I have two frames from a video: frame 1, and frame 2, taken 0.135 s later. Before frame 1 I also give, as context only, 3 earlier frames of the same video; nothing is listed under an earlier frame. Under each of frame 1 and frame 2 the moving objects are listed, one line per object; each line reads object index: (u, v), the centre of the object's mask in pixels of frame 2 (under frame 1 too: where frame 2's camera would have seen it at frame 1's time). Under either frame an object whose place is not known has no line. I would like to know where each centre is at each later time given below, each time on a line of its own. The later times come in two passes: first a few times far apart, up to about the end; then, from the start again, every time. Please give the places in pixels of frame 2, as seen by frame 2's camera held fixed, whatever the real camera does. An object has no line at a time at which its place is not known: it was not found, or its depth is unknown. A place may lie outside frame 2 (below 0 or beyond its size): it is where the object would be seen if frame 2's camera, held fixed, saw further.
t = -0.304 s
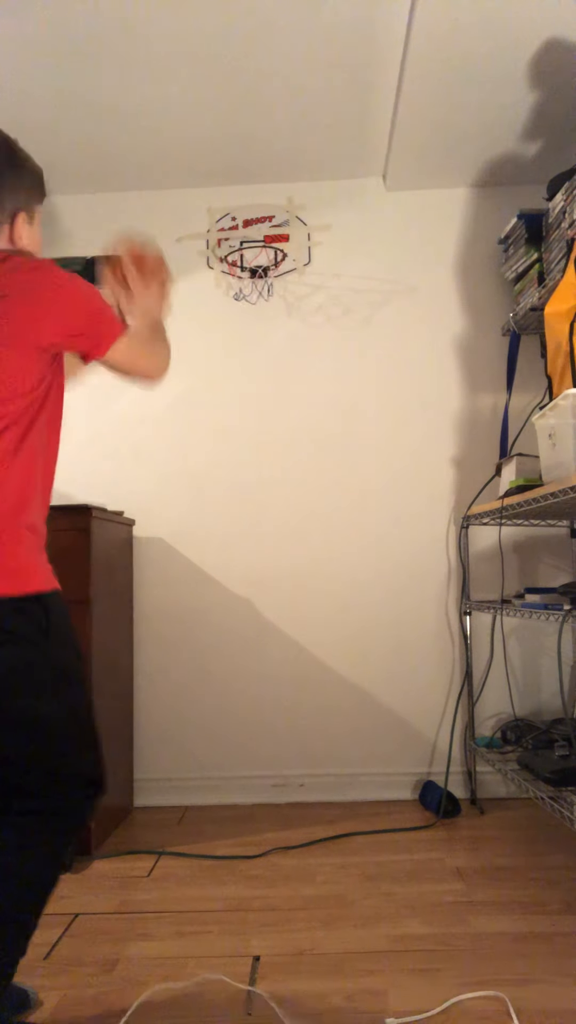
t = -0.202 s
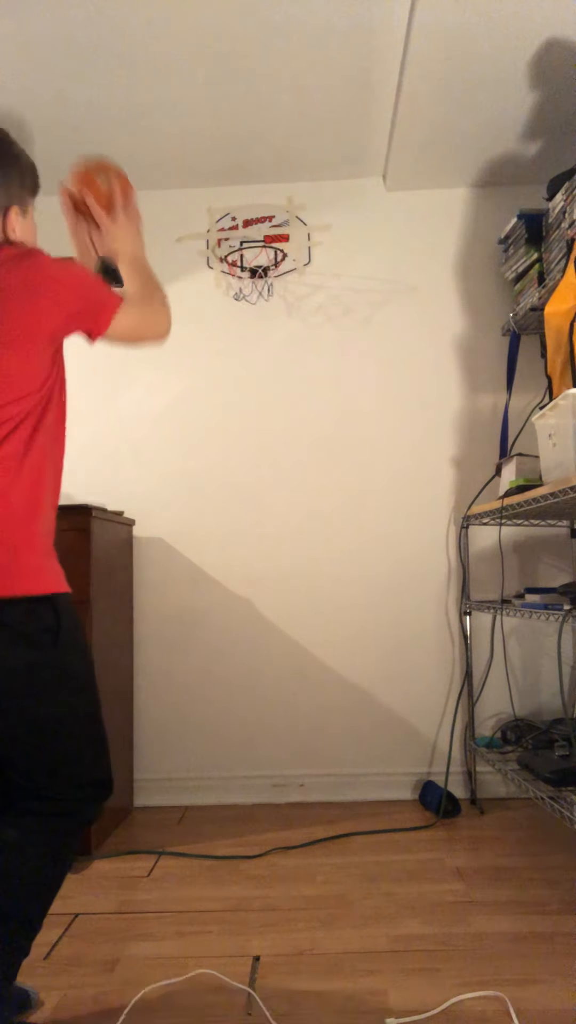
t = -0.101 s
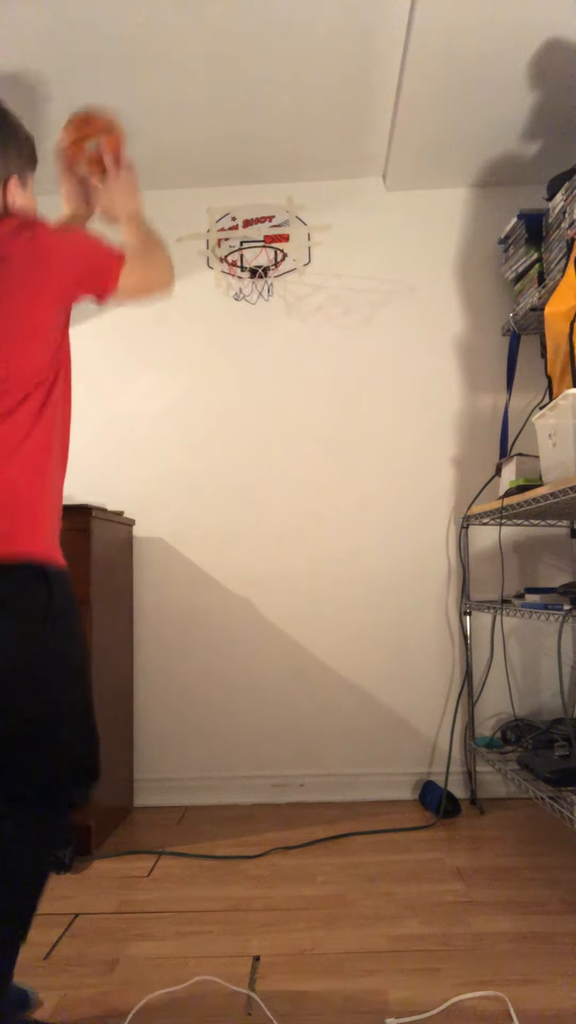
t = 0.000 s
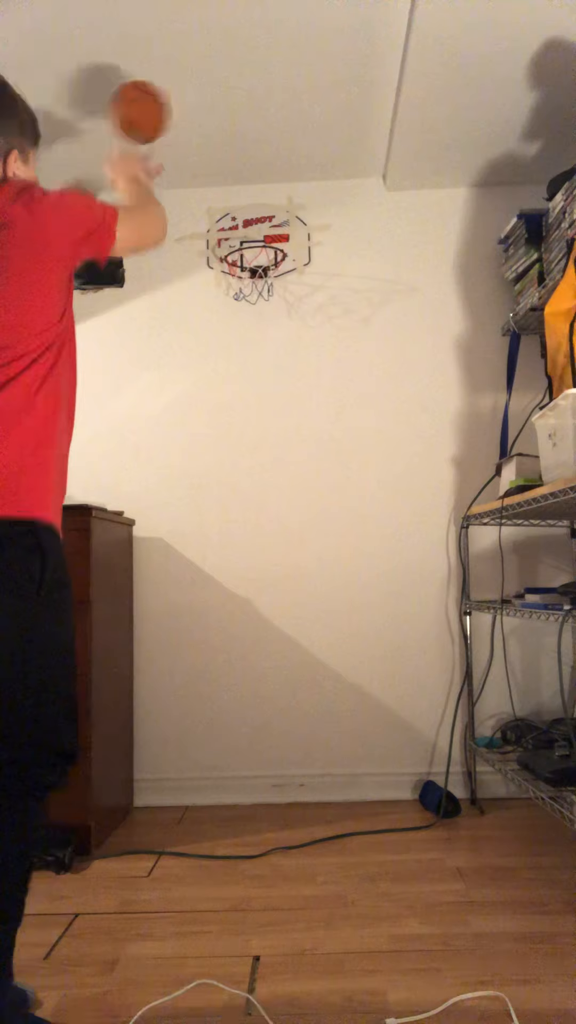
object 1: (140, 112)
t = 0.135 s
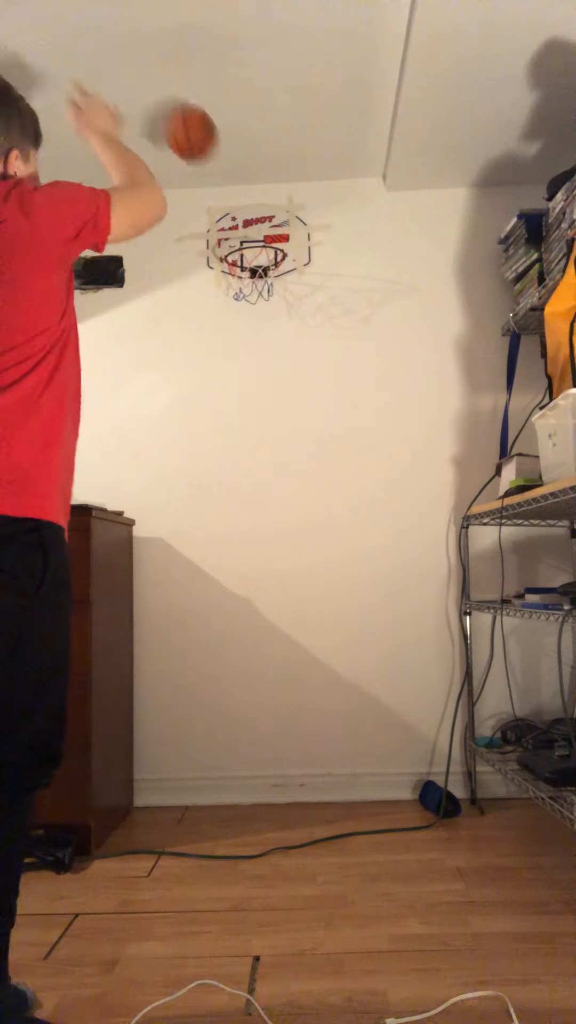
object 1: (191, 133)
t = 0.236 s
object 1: (223, 184)
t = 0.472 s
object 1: (270, 320)
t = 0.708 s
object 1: (288, 524)
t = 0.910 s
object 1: (304, 800)
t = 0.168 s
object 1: (203, 148)
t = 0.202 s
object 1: (213, 164)
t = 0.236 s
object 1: (223, 184)
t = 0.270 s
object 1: (233, 209)
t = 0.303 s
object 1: (243, 232)
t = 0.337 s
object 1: (252, 259)
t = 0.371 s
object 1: (259, 278)
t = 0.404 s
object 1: (266, 298)
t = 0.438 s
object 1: (268, 308)
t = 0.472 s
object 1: (270, 320)
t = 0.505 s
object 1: (271, 334)
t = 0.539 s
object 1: (273, 352)
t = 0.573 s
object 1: (275, 376)
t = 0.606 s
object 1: (278, 405)
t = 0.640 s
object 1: (281, 439)
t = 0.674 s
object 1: (284, 479)
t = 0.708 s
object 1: (288, 524)
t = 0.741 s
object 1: (291, 575)
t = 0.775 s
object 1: (294, 630)
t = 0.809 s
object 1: (299, 692)
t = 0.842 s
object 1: (302, 760)
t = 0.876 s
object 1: (307, 830)
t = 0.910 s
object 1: (304, 800)
